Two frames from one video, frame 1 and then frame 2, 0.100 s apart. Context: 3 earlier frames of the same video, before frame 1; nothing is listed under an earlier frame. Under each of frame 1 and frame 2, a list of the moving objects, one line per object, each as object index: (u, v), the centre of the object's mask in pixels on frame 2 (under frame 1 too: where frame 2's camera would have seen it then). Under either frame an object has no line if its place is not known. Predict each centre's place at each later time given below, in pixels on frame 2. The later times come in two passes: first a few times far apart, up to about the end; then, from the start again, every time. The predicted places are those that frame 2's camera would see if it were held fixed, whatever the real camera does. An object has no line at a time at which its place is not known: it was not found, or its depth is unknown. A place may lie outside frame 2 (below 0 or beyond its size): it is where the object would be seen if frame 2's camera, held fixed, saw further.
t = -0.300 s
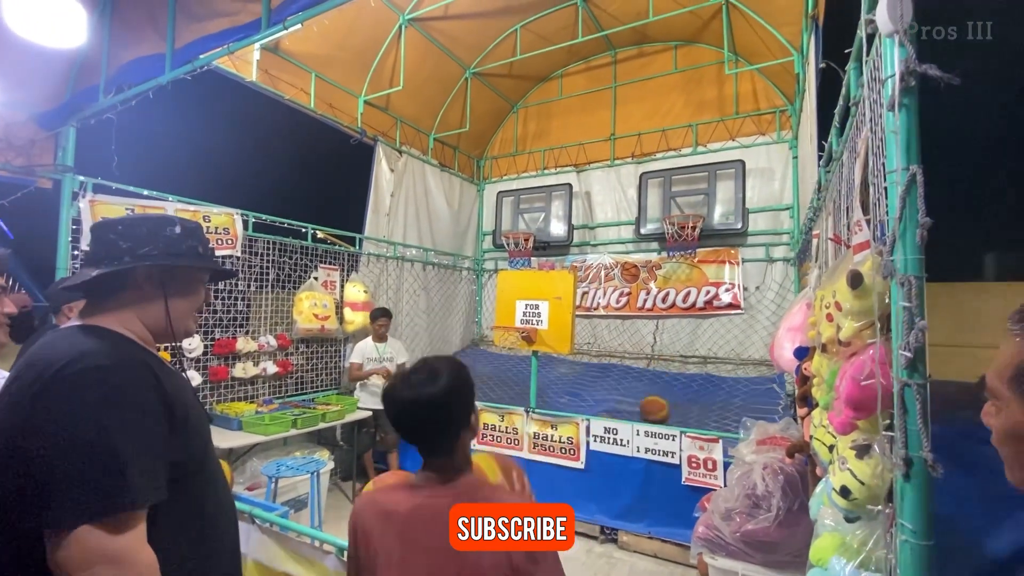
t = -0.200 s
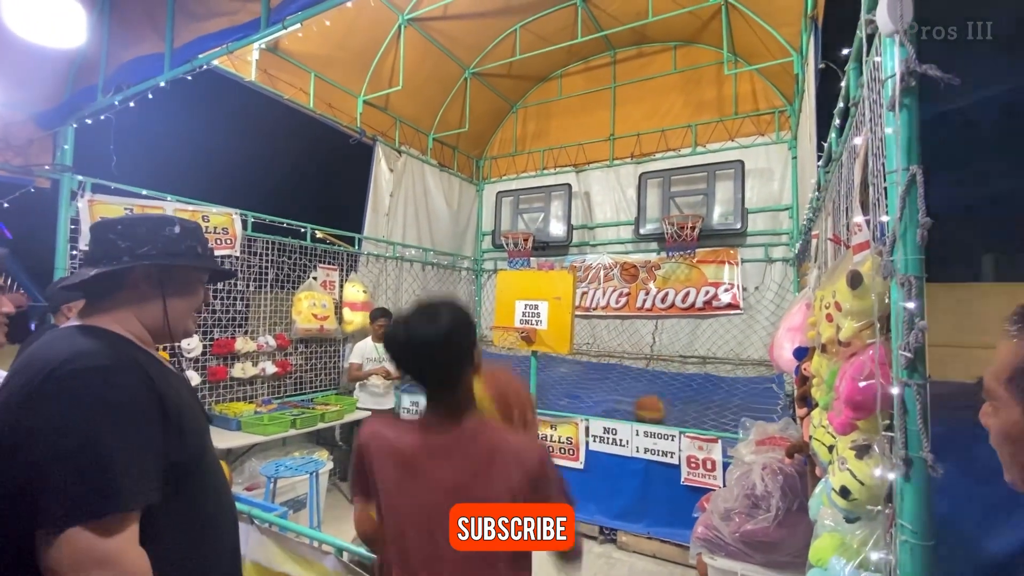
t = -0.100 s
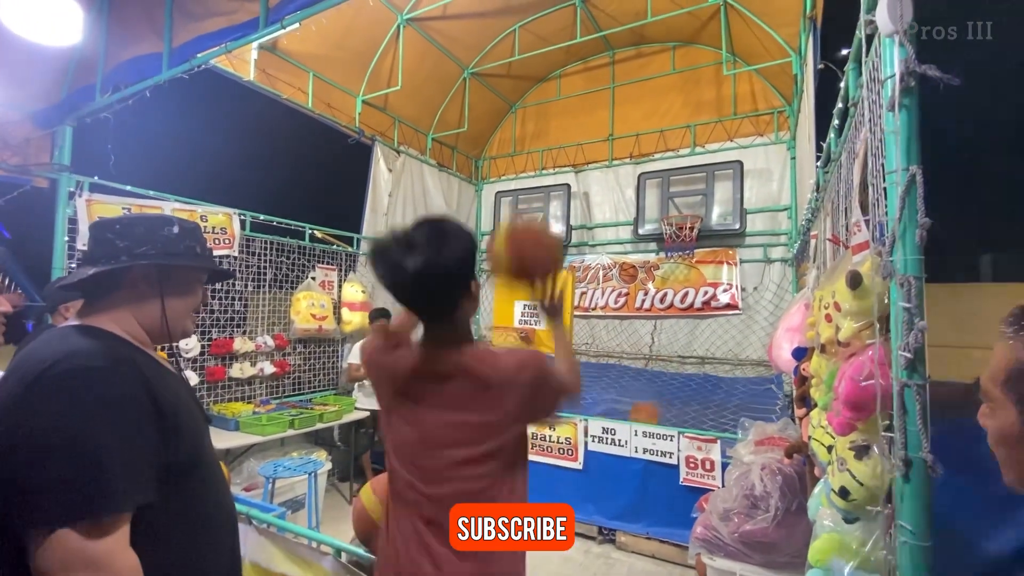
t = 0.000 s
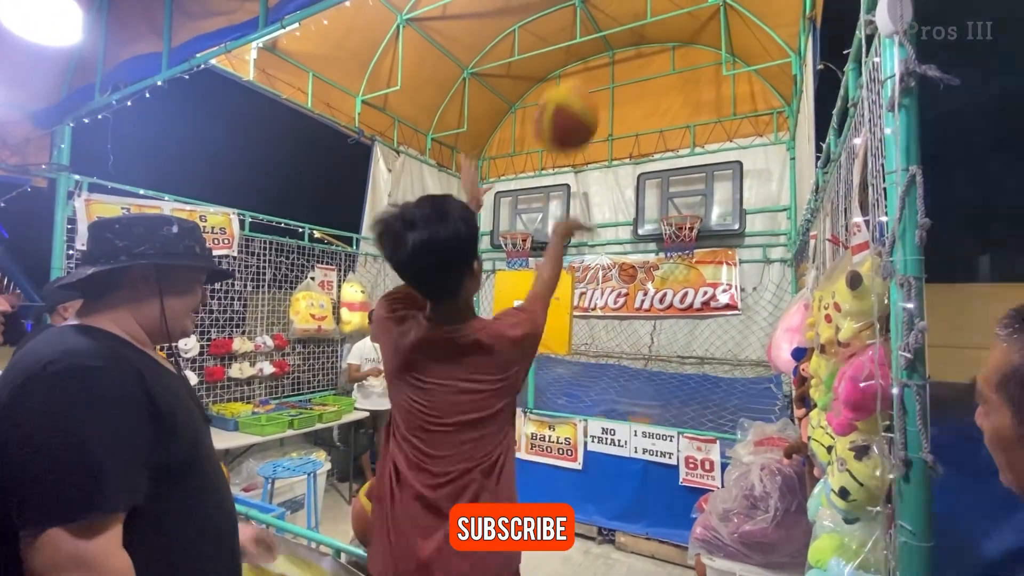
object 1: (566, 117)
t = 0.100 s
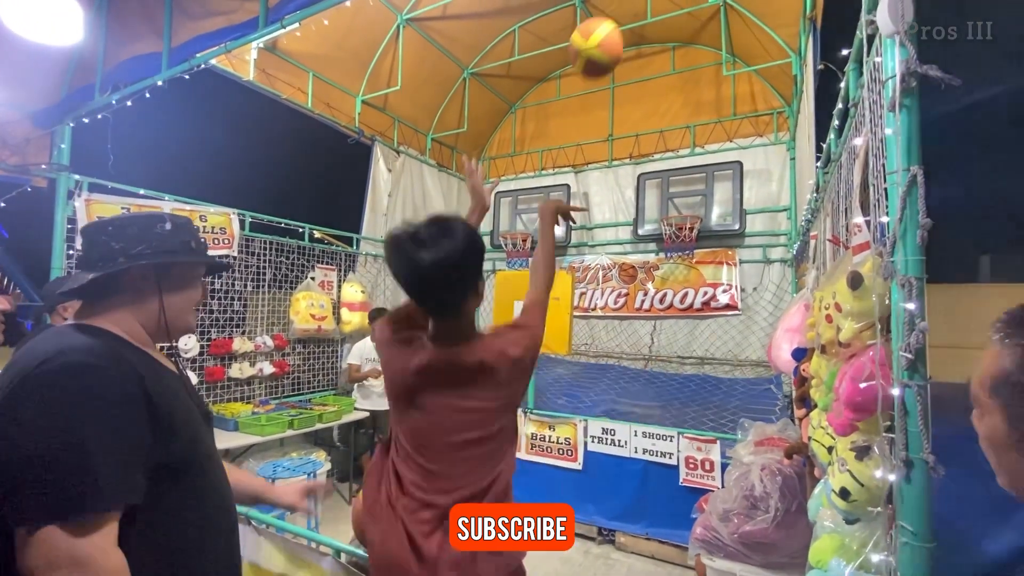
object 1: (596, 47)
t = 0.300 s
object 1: (631, 15)
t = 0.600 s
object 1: (661, 67)
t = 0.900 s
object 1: (678, 188)
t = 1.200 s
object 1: (667, 187)
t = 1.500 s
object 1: (645, 239)
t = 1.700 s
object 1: (626, 353)
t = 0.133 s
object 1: (604, 34)
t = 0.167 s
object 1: (611, 24)
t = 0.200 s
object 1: (616, 19)
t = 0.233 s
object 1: (622, 16)
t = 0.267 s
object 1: (627, 15)
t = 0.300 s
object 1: (631, 15)
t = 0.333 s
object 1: (635, 15)
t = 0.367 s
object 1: (639, 16)
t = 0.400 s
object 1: (643, 18)
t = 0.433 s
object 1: (647, 23)
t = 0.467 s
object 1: (650, 31)
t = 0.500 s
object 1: (653, 37)
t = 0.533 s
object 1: (655, 47)
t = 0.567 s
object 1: (658, 57)
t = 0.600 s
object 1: (661, 67)
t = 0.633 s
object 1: (662, 80)
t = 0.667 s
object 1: (665, 91)
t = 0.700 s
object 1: (667, 103)
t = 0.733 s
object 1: (669, 116)
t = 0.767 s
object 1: (671, 129)
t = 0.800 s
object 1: (674, 142)
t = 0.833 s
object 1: (675, 157)
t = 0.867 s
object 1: (676, 173)
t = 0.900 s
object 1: (678, 188)
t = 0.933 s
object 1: (680, 204)
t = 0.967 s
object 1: (680, 209)
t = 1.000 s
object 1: (677, 207)
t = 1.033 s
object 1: (677, 200)
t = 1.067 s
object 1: (674, 195)
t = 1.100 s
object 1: (673, 191)
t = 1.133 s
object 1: (670, 188)
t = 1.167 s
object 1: (669, 187)
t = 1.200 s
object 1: (667, 187)
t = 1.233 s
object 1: (664, 187)
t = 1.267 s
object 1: (662, 189)
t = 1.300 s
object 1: (660, 191)
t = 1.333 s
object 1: (657, 196)
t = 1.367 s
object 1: (655, 202)
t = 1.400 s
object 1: (651, 209)
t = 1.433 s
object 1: (650, 218)
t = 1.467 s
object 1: (648, 228)
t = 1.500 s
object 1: (645, 239)
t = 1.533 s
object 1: (642, 253)
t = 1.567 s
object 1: (639, 270)
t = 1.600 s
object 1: (637, 287)
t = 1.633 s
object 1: (633, 305)
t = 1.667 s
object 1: (630, 329)
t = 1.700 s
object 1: (626, 353)
